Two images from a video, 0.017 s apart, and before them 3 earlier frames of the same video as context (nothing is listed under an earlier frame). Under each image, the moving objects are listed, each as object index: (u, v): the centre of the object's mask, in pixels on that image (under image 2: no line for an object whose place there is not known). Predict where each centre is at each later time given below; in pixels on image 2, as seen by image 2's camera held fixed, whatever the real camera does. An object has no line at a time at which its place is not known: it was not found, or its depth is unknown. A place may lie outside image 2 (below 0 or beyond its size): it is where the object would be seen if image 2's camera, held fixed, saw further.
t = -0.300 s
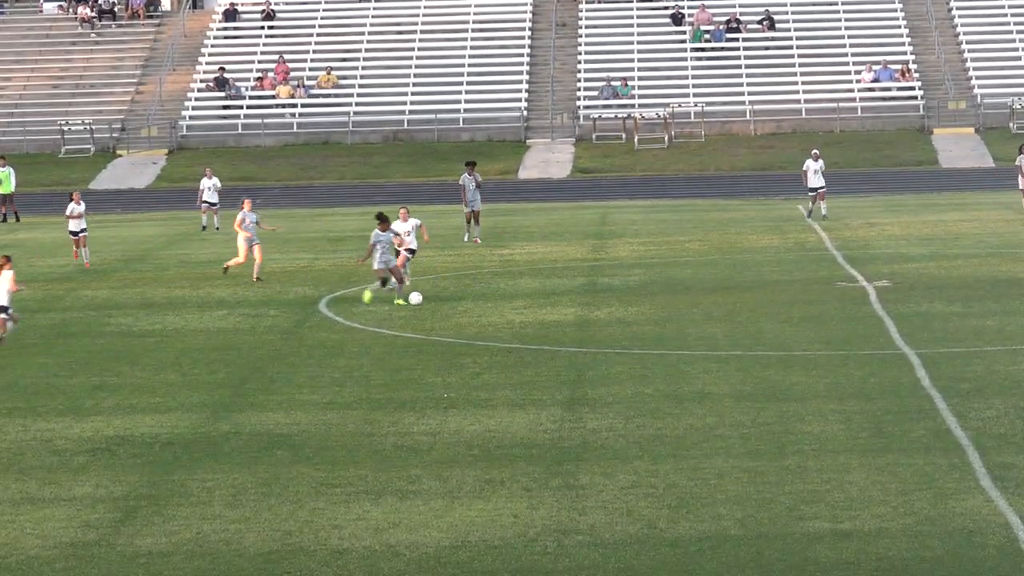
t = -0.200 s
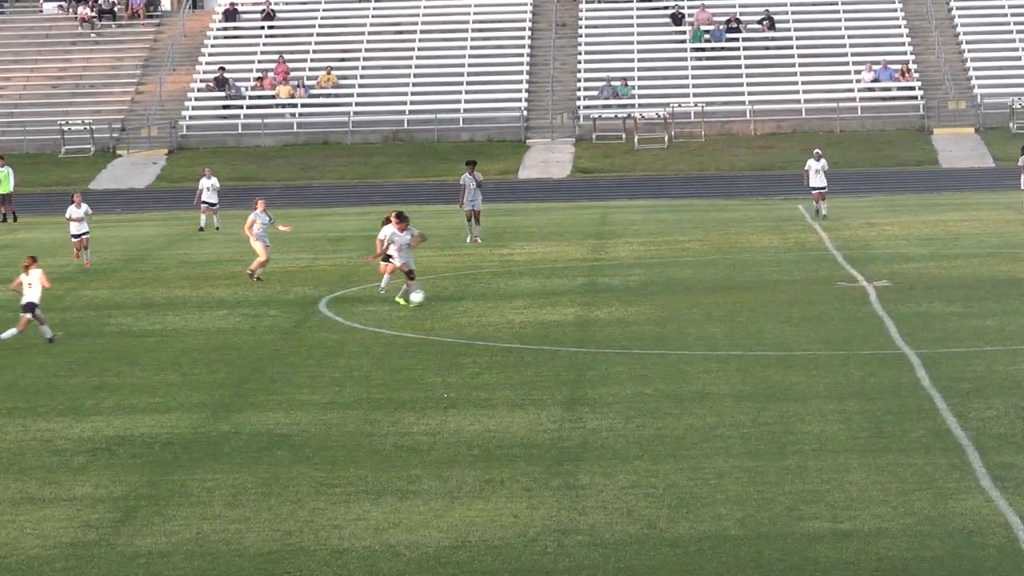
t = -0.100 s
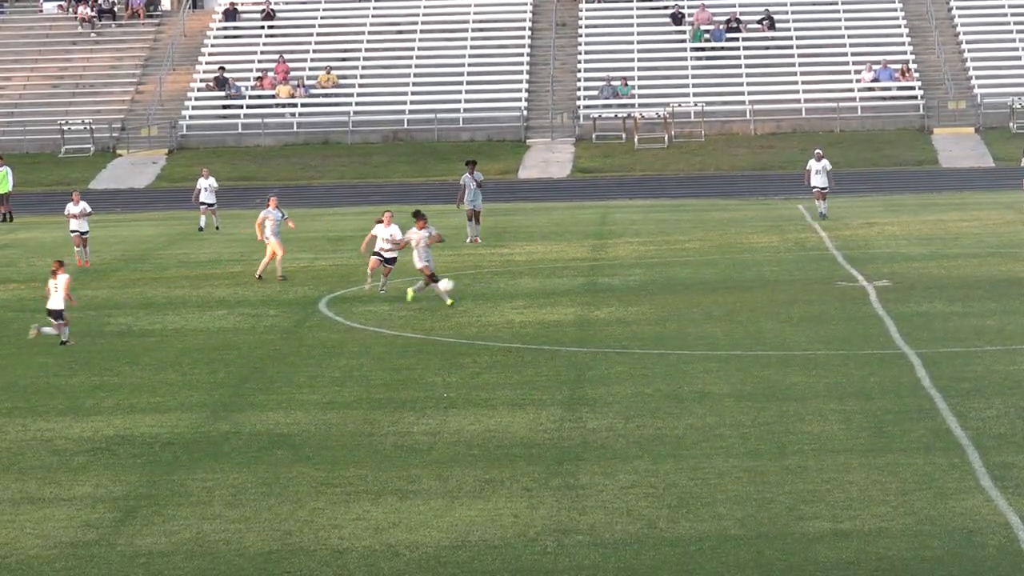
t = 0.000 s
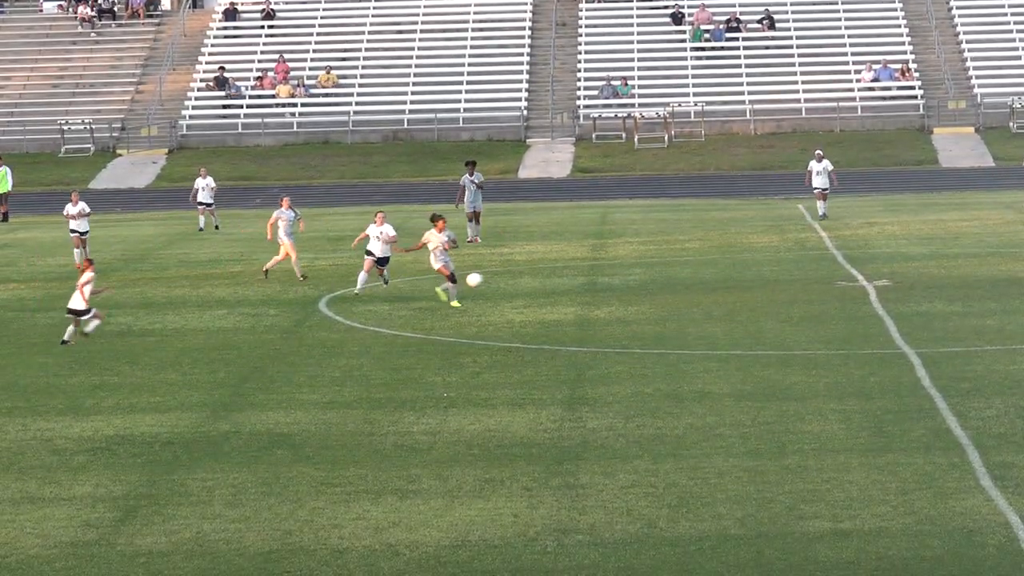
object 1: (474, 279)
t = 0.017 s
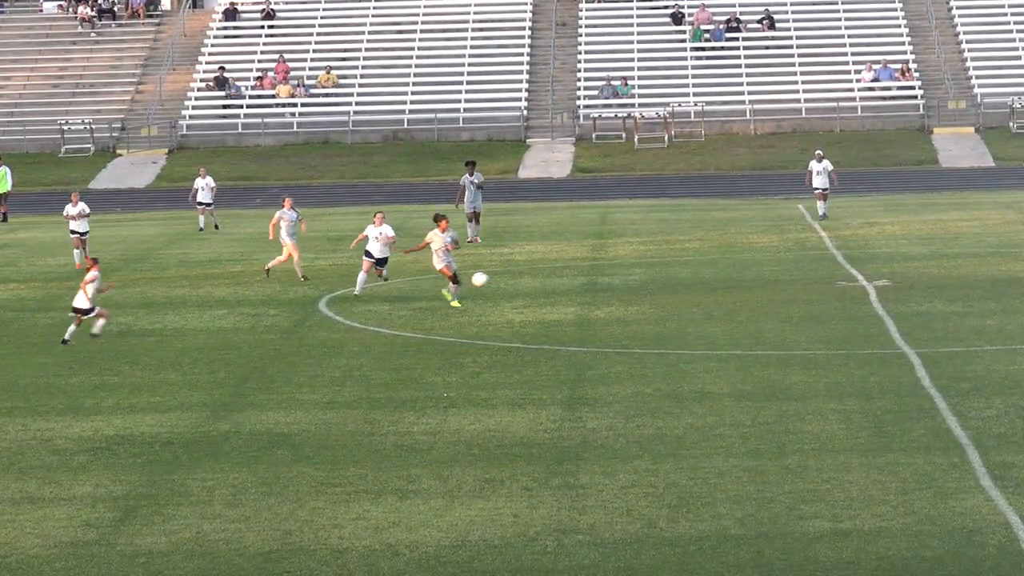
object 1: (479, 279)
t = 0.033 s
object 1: (484, 278)
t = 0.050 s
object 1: (489, 278)
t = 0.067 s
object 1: (494, 279)
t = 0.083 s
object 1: (499, 279)
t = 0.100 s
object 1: (504, 279)
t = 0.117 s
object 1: (508, 280)
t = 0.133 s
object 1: (514, 281)
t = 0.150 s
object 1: (519, 282)
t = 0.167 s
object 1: (524, 283)
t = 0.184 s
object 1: (529, 284)
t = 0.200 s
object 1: (534, 286)
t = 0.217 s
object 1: (539, 287)
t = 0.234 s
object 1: (544, 289)
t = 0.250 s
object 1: (549, 290)
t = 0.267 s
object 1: (554, 292)
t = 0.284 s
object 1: (557, 294)
